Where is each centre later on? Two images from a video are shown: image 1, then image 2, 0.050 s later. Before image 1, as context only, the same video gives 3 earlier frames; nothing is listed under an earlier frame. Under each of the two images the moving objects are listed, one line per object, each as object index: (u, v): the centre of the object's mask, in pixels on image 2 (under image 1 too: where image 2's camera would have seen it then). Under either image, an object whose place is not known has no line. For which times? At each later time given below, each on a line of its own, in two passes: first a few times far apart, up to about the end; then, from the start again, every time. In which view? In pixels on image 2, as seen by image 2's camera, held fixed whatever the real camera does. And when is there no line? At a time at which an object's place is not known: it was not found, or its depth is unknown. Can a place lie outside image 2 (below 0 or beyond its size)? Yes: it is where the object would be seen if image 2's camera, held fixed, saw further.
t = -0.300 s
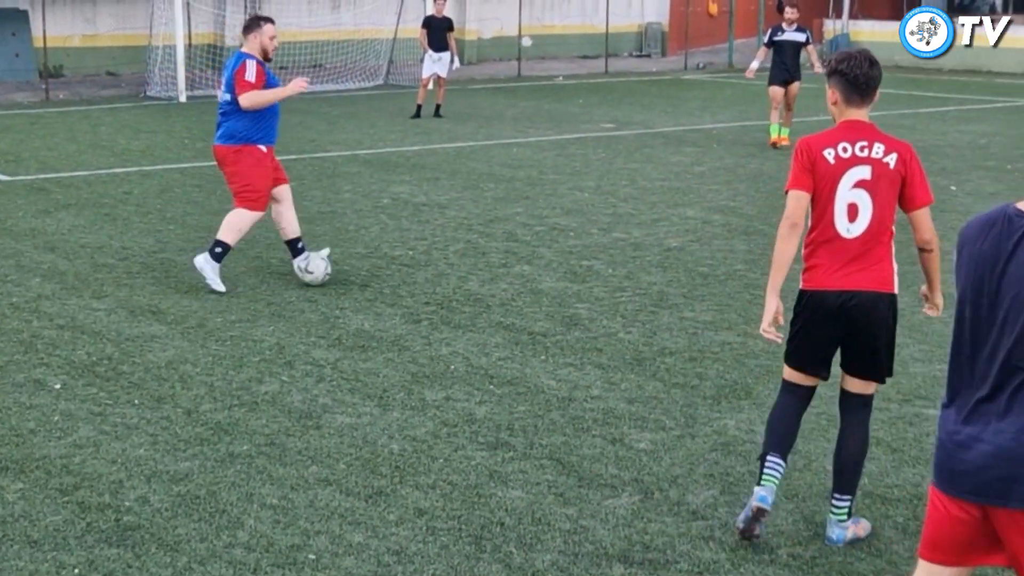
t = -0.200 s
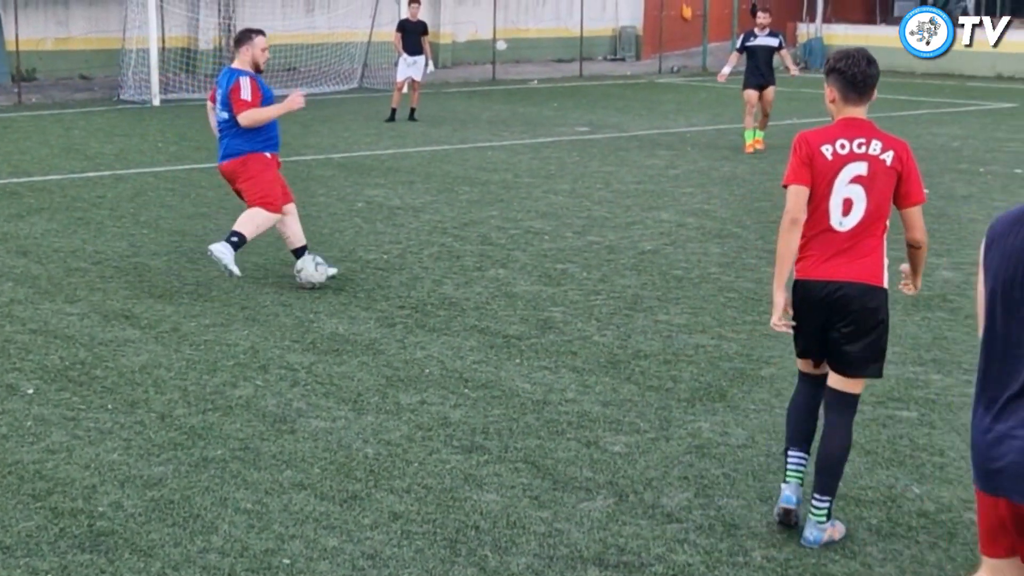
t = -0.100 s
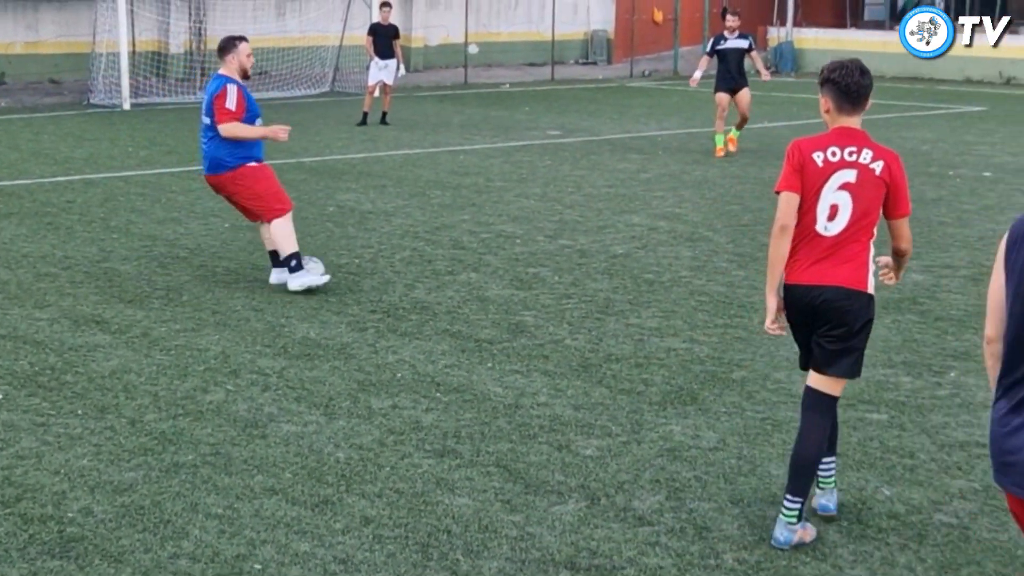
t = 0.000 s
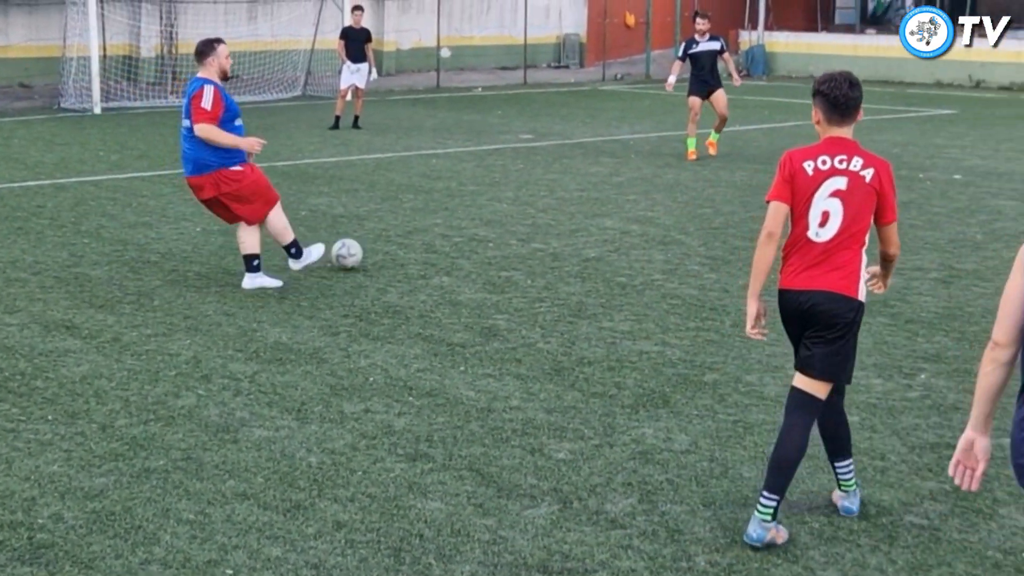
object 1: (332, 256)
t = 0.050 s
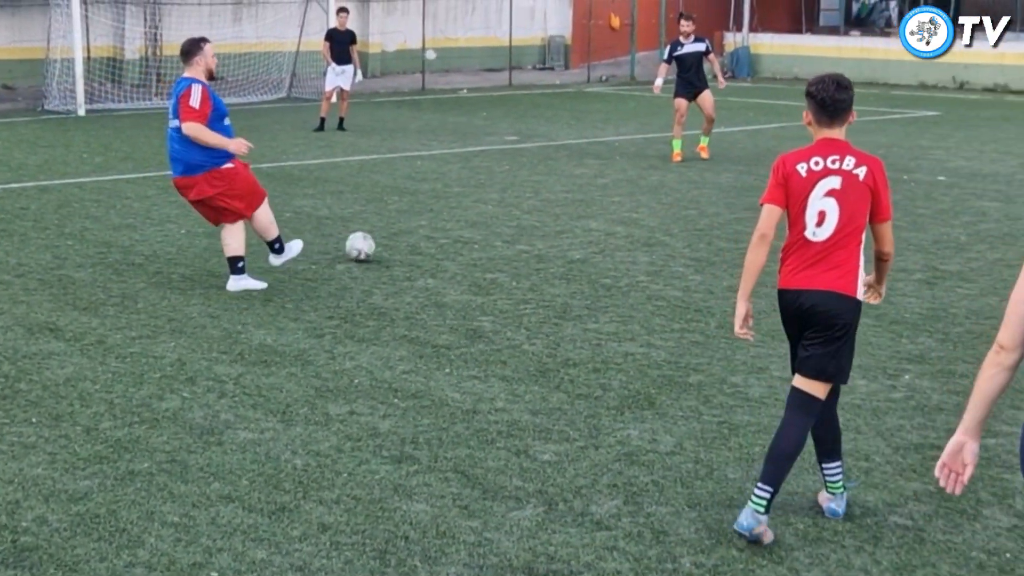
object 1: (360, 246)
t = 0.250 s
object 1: (445, 216)
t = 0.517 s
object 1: (515, 193)
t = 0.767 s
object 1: (558, 174)
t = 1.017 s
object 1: (590, 161)
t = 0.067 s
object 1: (369, 242)
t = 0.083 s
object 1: (377, 240)
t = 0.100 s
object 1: (385, 237)
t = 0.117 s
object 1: (392, 235)
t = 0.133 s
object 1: (400, 233)
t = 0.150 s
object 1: (408, 230)
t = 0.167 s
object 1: (414, 228)
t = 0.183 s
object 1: (421, 225)
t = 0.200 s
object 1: (427, 223)
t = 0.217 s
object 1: (433, 220)
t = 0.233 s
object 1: (439, 218)
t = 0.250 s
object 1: (445, 216)
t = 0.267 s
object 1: (451, 216)
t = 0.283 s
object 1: (456, 213)
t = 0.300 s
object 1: (461, 211)
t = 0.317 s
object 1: (466, 209)
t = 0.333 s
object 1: (471, 207)
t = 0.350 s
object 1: (475, 205)
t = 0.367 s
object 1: (480, 204)
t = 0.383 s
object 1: (484, 202)
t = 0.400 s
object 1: (489, 202)
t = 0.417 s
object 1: (493, 200)
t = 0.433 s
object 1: (497, 198)
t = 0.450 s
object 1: (501, 197)
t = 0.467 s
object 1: (504, 195)
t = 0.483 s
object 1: (508, 194)
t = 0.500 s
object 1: (512, 193)
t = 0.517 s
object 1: (515, 193)
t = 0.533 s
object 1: (519, 191)
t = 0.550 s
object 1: (522, 189)
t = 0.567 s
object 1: (525, 187)
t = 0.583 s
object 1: (528, 186)
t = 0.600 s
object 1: (531, 185)
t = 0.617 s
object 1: (534, 184)
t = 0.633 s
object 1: (536, 183)
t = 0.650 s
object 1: (540, 182)
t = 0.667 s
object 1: (542, 182)
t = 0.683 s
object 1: (545, 180)
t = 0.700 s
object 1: (547, 179)
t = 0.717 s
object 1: (551, 177)
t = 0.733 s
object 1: (553, 176)
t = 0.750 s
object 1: (556, 175)
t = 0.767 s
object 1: (558, 174)
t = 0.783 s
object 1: (560, 174)
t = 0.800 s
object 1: (563, 174)
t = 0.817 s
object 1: (564, 172)
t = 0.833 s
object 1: (567, 171)
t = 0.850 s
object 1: (569, 169)
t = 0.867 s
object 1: (571, 168)
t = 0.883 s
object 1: (573, 167)
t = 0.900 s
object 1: (575, 167)
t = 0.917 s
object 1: (577, 167)
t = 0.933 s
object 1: (579, 167)
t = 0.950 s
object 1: (582, 166)
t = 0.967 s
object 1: (584, 164)
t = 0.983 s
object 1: (586, 163)
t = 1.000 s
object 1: (588, 162)
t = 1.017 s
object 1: (590, 161)
